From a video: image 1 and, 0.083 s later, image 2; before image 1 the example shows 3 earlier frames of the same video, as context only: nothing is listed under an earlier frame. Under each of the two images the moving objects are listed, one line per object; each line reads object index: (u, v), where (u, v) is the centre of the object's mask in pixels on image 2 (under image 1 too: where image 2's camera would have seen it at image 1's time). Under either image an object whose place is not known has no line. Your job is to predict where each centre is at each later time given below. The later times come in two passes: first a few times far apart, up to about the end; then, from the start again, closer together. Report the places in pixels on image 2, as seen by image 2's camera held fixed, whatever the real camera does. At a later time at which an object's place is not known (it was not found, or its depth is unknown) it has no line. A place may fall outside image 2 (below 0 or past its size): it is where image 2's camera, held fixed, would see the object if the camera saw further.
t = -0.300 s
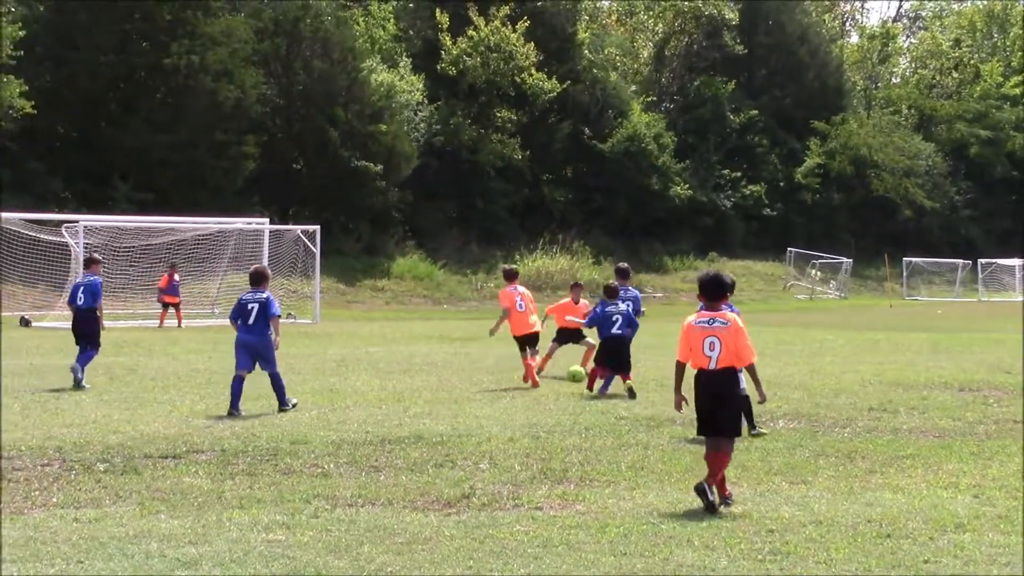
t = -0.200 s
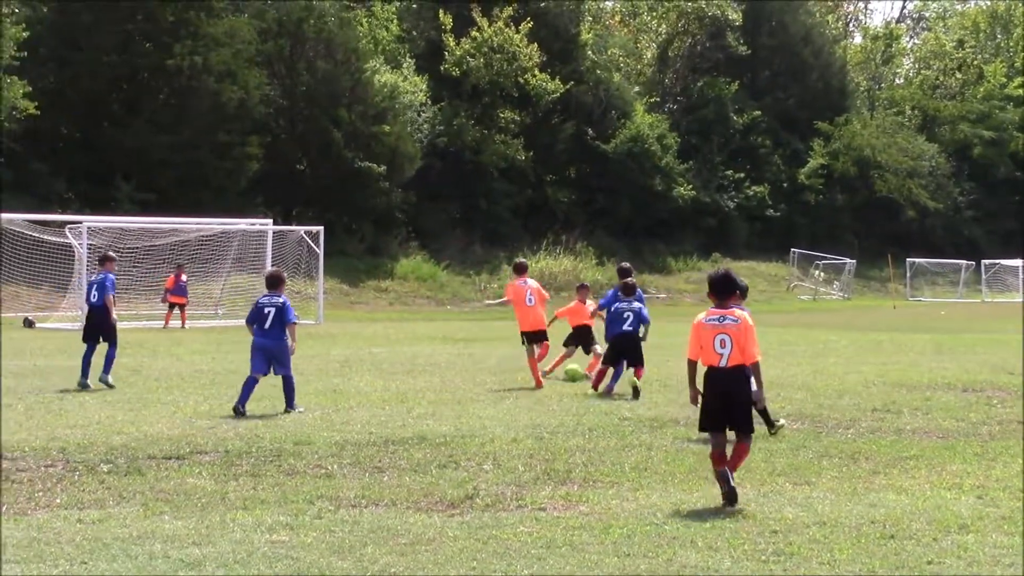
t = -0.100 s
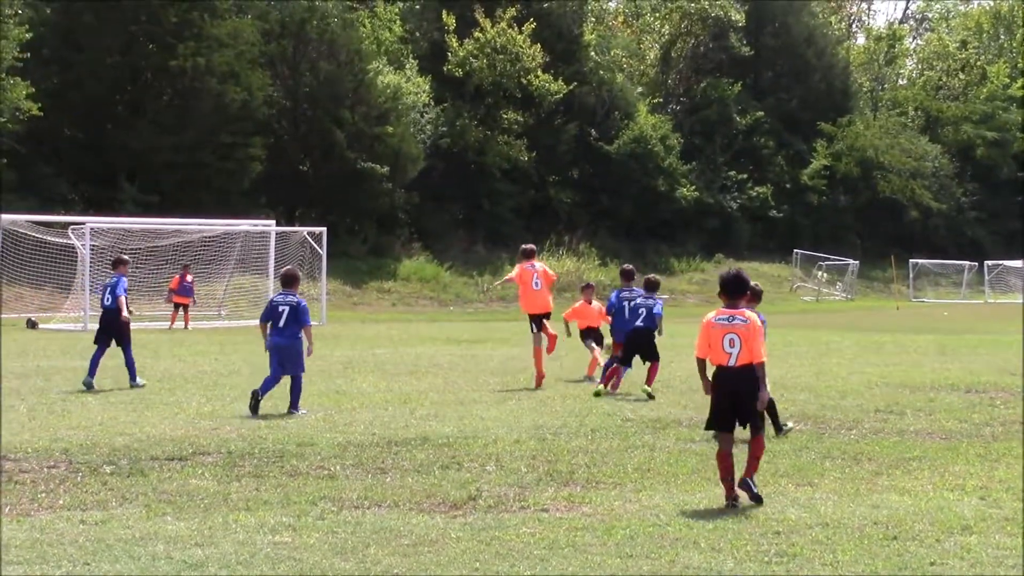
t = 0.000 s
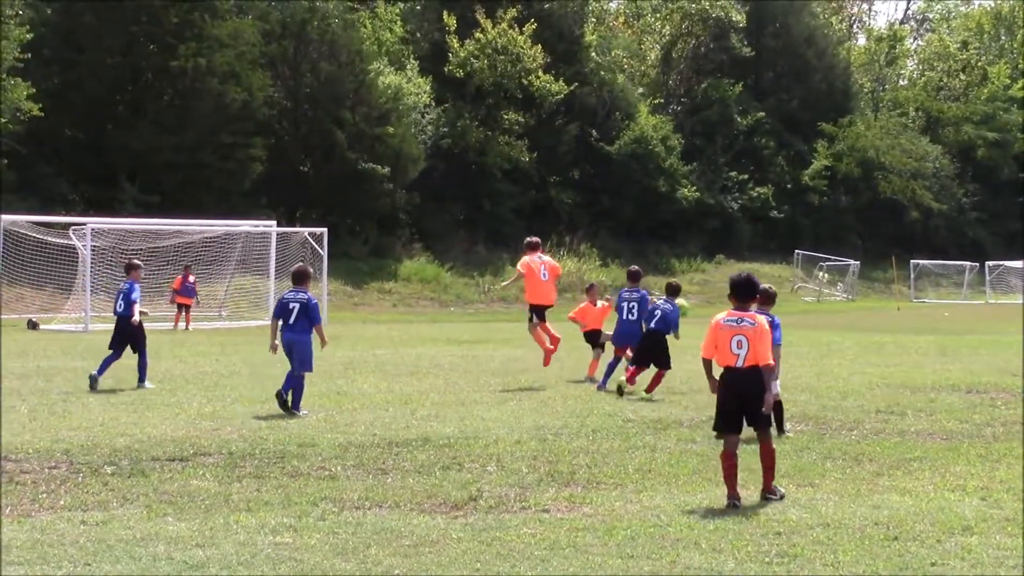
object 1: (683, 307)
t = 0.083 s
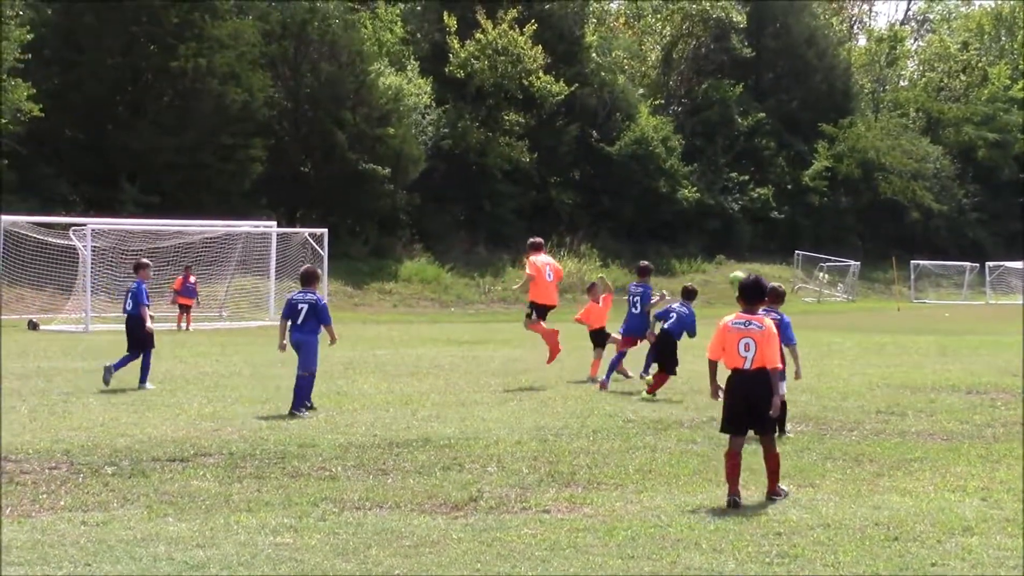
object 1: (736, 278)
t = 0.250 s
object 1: (858, 240)
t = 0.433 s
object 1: (1005, 216)
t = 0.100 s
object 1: (749, 270)
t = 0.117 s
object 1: (761, 267)
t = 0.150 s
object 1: (785, 262)
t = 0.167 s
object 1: (797, 258)
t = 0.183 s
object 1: (809, 254)
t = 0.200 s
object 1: (822, 250)
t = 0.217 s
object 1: (834, 246)
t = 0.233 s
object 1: (846, 244)
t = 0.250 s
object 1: (858, 240)
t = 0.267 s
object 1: (871, 237)
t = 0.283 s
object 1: (884, 234)
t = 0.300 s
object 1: (897, 232)
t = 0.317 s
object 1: (910, 230)
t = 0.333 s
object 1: (922, 227)
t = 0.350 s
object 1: (936, 225)
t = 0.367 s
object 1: (950, 223)
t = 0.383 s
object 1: (963, 221)
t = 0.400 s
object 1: (978, 220)
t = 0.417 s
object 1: (991, 218)
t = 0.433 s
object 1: (1005, 216)
